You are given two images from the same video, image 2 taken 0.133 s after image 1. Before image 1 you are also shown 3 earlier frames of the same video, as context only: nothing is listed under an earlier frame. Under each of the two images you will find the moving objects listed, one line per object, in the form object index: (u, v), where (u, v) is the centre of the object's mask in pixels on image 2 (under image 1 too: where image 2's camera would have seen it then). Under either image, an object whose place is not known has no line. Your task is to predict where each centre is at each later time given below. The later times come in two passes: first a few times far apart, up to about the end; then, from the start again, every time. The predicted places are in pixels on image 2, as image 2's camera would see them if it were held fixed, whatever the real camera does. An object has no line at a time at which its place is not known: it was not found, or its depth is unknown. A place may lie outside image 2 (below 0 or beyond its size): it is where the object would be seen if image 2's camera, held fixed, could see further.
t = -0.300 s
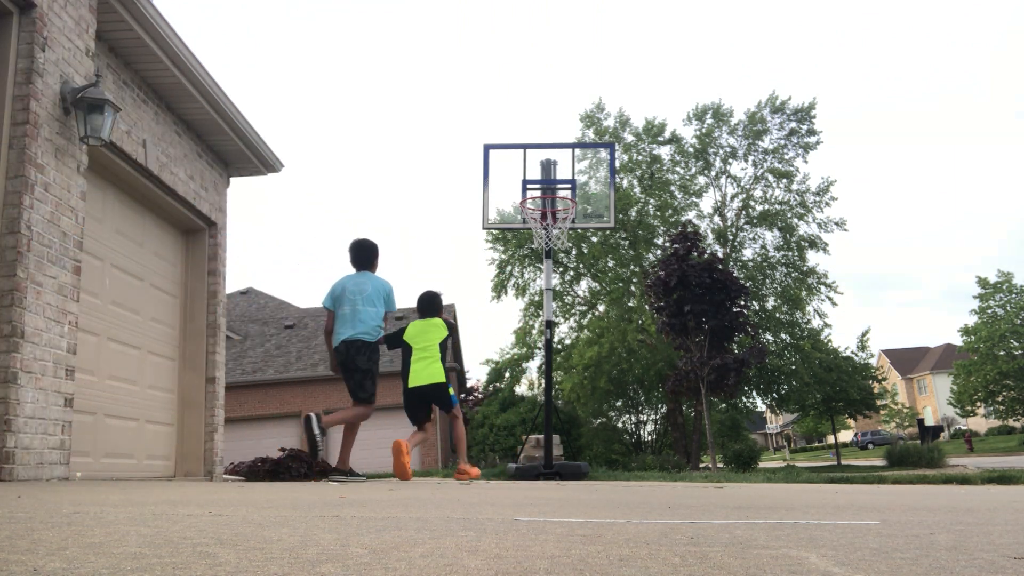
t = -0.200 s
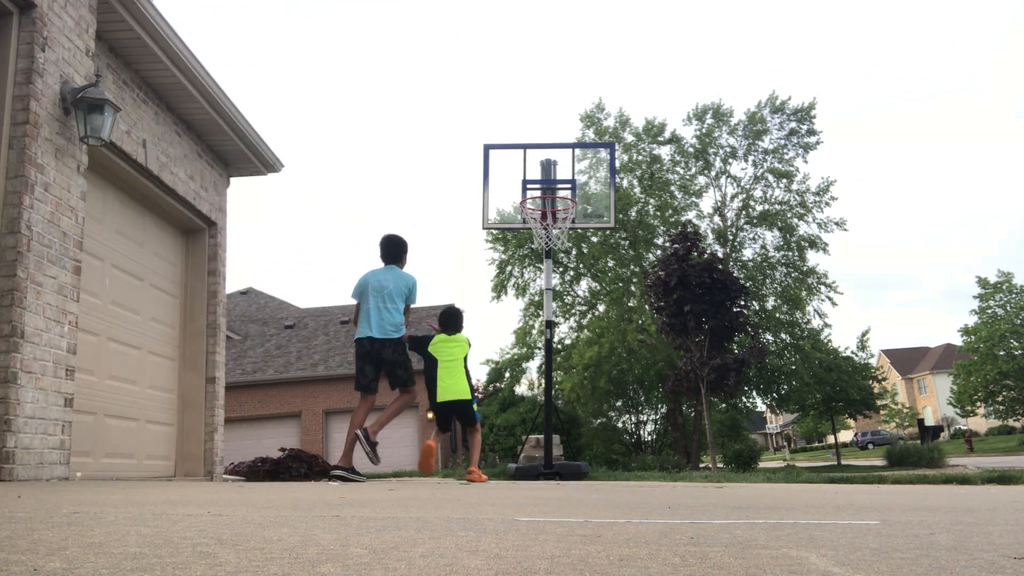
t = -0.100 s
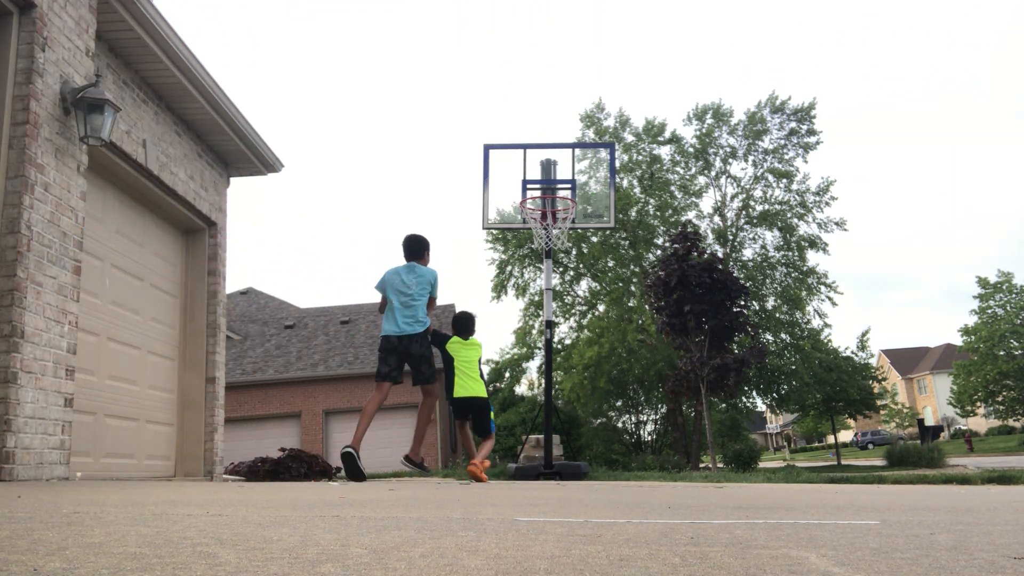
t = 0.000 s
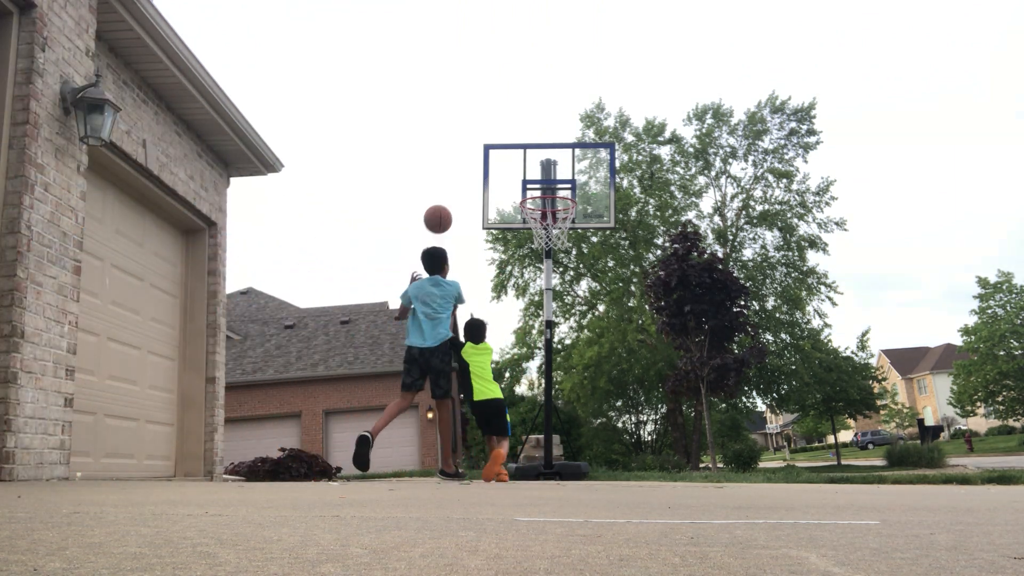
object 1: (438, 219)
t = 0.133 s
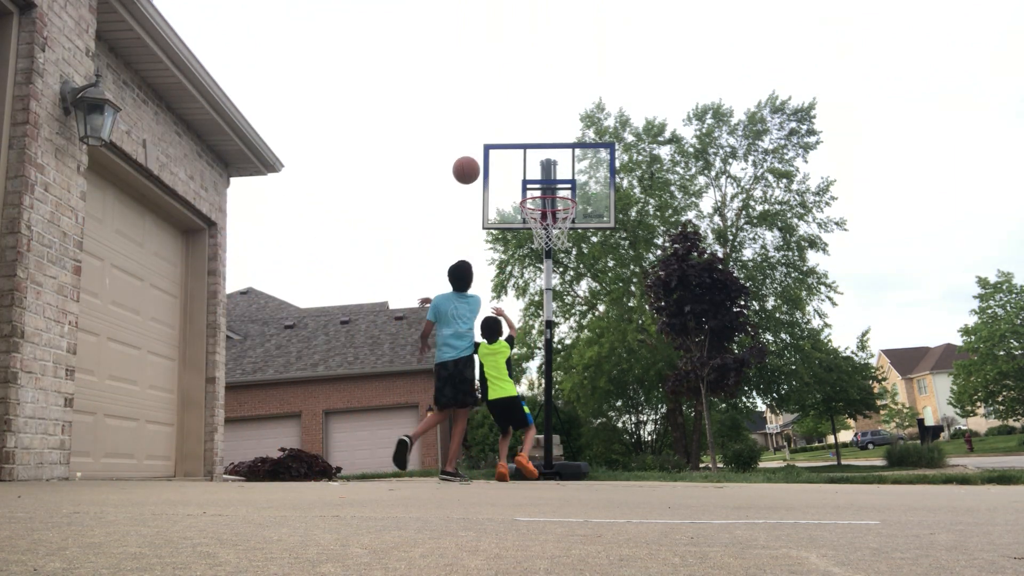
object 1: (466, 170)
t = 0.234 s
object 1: (487, 150)
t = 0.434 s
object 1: (527, 144)
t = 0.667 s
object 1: (575, 189)
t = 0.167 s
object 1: (473, 162)
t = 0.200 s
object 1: (480, 155)
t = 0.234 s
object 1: (487, 150)
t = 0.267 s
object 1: (493, 146)
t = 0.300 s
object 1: (500, 143)
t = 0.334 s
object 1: (507, 141)
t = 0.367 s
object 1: (514, 141)
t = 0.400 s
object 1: (520, 142)
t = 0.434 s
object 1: (527, 144)
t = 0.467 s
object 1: (534, 147)
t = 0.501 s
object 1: (540, 152)
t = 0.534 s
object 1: (547, 157)
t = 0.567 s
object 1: (554, 163)
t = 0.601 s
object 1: (560, 171)
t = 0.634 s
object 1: (567, 180)
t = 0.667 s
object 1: (575, 189)
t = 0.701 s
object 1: (580, 190)
